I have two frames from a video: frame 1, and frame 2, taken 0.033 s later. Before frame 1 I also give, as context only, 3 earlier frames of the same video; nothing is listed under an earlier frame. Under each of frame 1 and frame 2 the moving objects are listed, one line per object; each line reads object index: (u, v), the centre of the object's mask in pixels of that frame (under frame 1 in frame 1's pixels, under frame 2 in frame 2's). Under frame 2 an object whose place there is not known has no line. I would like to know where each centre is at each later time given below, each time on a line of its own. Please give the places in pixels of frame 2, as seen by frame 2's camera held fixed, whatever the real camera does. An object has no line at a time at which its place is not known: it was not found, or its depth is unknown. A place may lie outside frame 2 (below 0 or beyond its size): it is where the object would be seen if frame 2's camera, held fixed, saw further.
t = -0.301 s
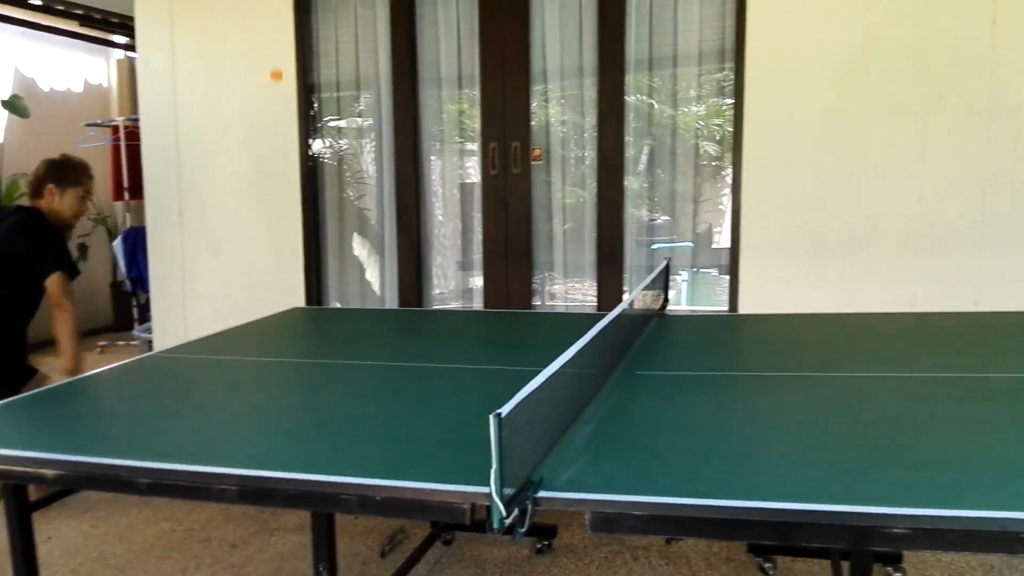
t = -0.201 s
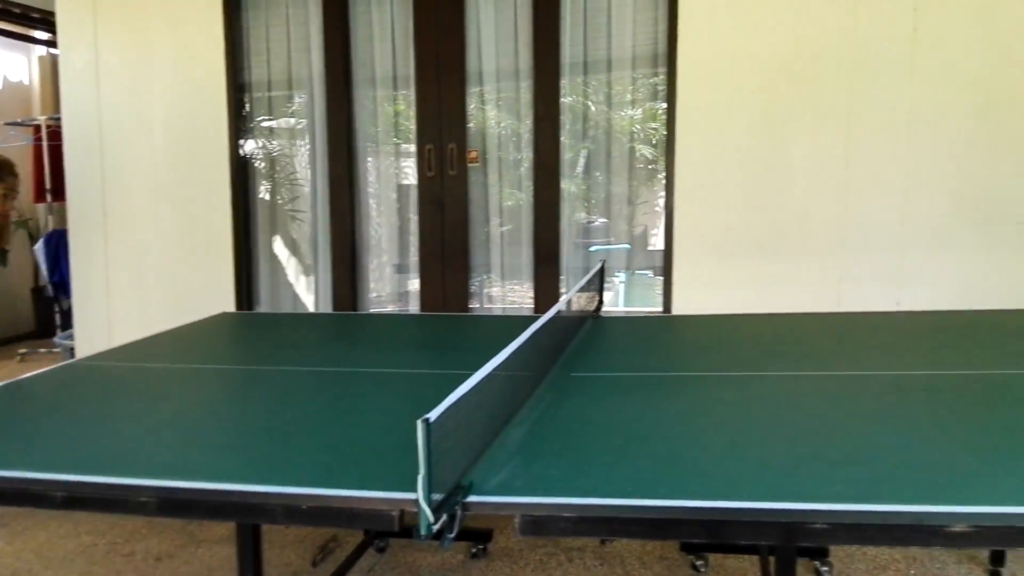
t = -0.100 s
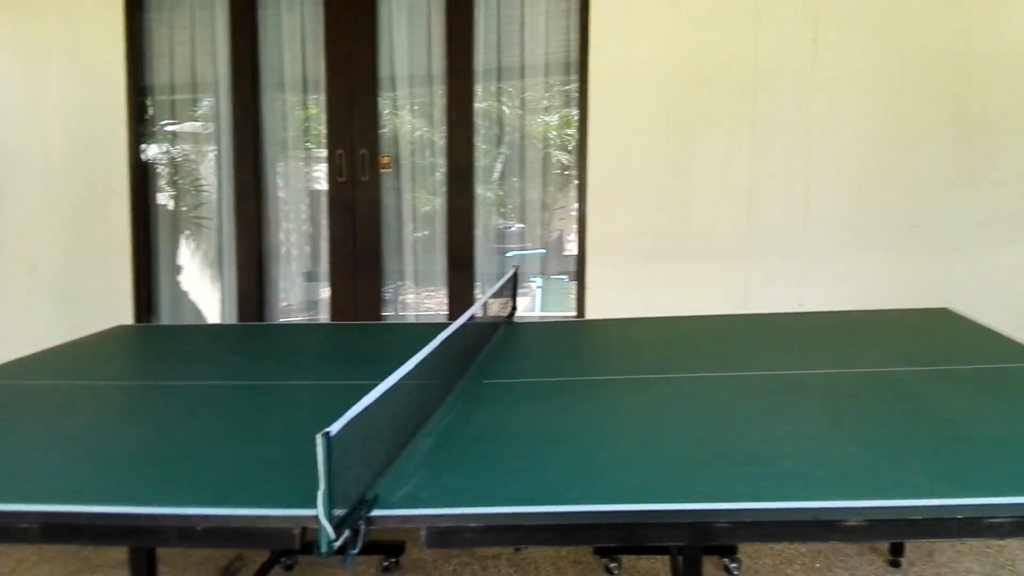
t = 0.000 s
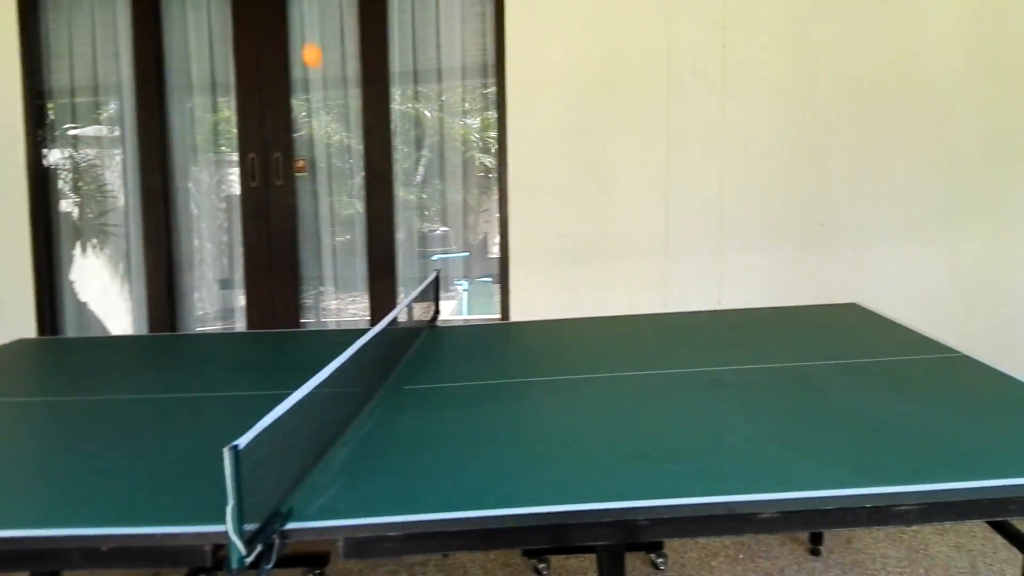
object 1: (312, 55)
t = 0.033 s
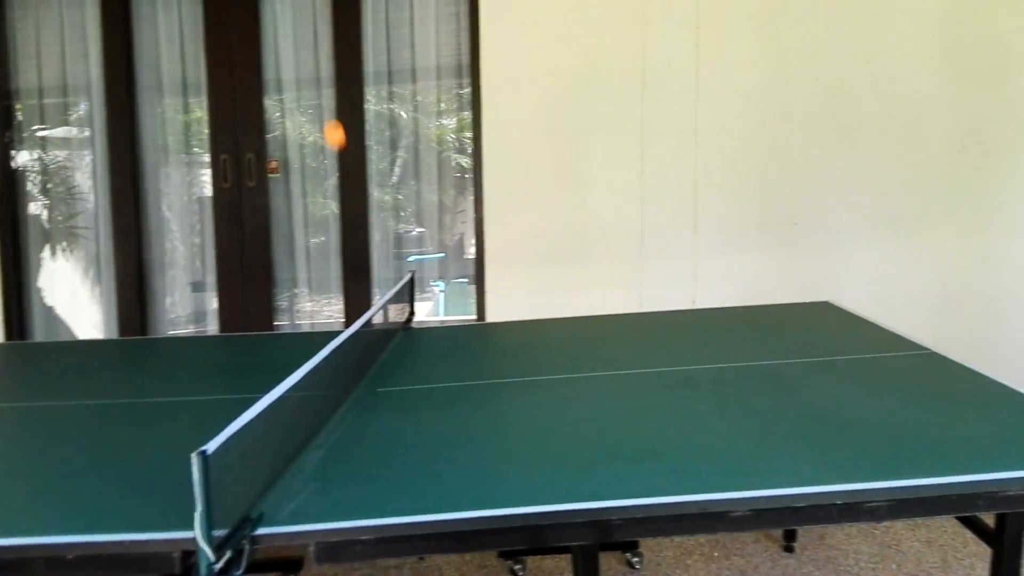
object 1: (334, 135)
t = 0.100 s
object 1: (439, 320)
